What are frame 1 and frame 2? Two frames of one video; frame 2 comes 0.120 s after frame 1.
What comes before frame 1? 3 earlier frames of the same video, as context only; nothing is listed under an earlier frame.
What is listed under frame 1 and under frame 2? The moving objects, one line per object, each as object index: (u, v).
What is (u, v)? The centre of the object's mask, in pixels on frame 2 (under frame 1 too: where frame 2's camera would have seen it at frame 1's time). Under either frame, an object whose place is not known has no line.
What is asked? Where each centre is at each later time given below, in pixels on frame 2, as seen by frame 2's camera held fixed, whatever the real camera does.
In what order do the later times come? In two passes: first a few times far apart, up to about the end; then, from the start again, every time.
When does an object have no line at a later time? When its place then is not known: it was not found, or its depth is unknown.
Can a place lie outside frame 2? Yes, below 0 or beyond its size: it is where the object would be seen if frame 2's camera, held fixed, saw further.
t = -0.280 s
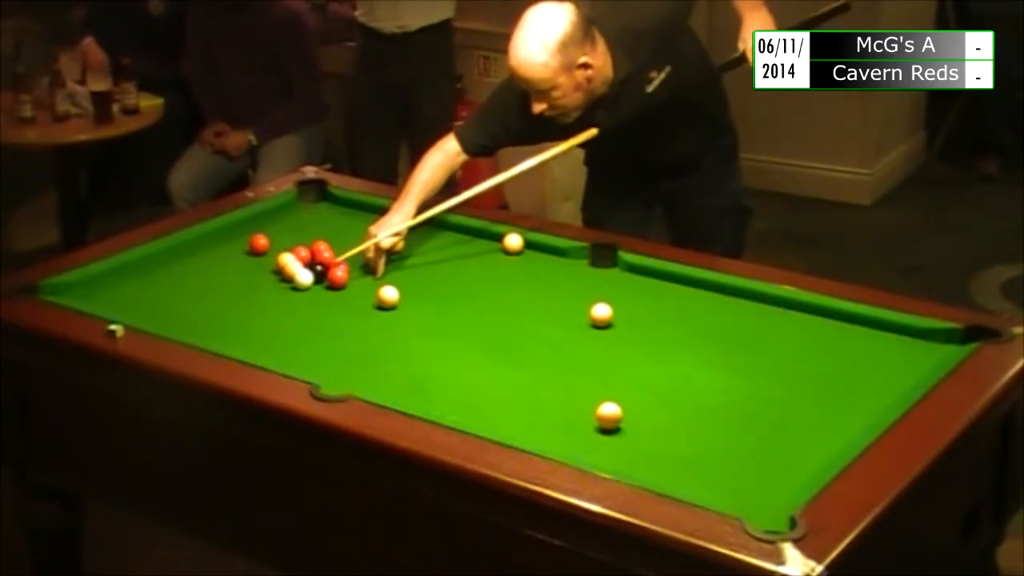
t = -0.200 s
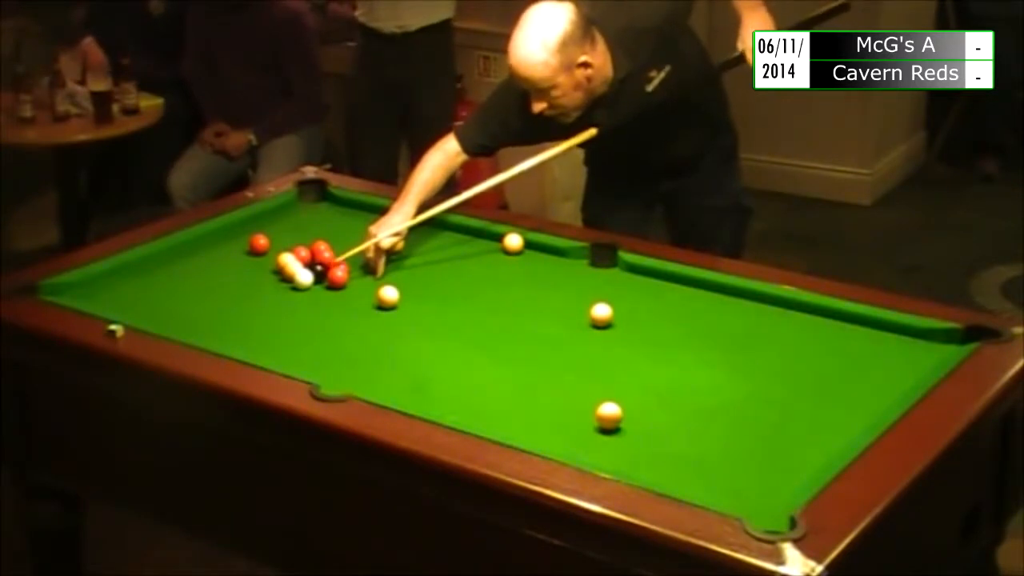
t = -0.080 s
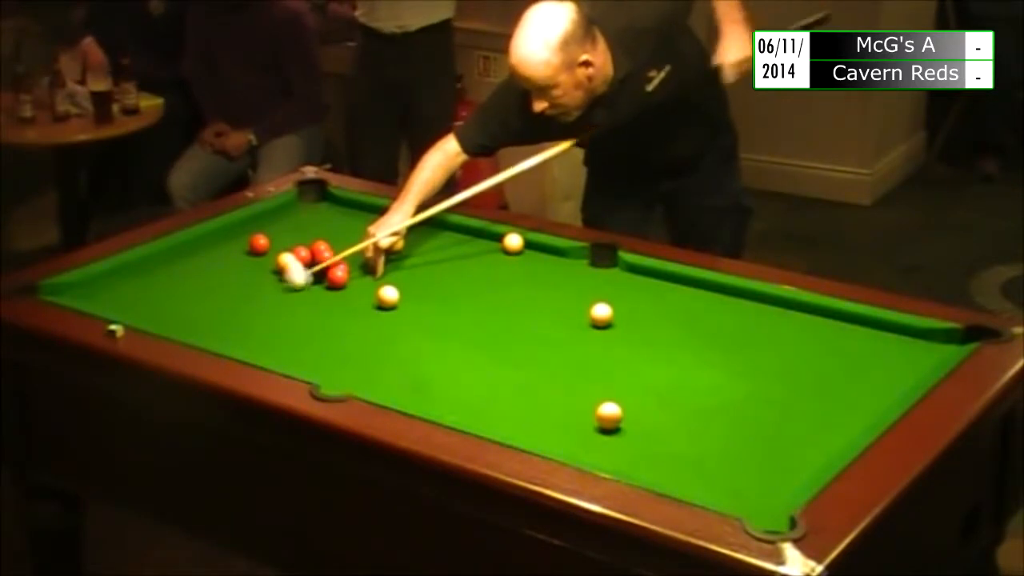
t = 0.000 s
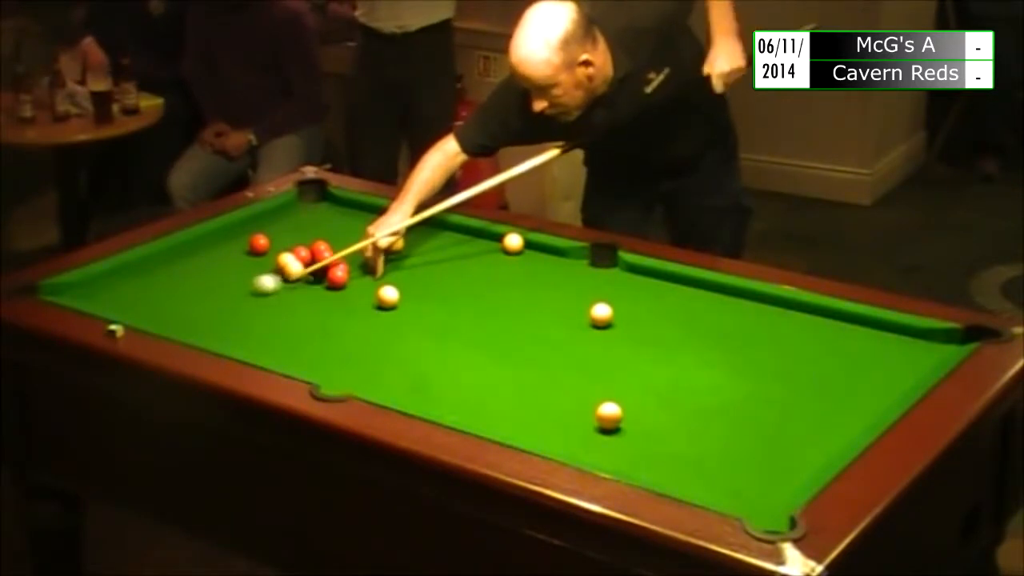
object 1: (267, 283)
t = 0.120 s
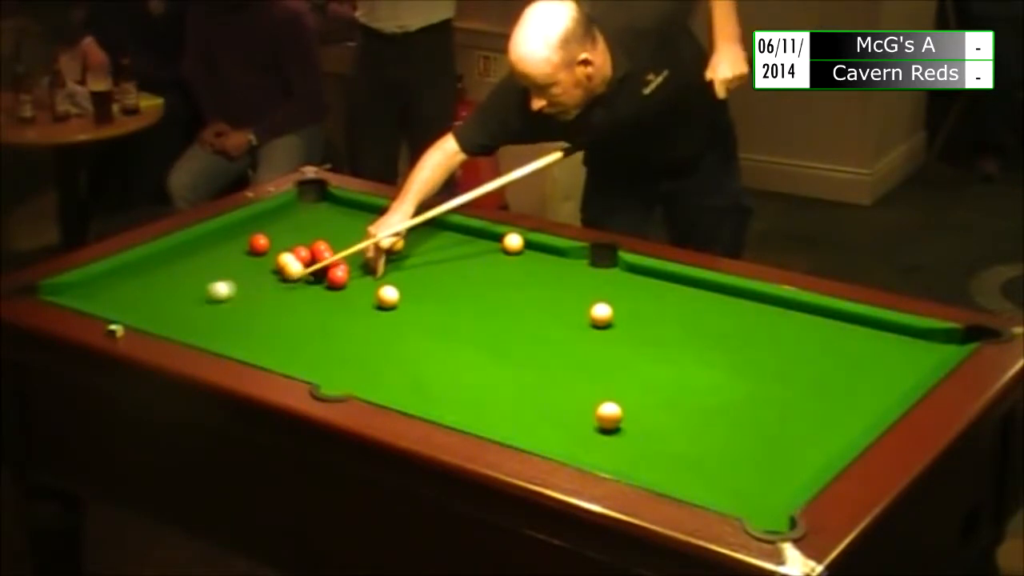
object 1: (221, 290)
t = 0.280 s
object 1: (160, 299)
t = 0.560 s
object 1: (113, 295)
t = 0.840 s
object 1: (126, 274)
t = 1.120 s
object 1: (153, 262)
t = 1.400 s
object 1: (187, 256)
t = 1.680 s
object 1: (217, 252)
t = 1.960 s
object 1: (240, 247)
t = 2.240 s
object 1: (241, 246)
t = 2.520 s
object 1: (241, 246)
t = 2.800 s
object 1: (241, 246)
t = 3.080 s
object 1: (241, 246)
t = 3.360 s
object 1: (241, 246)
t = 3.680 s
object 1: (241, 246)
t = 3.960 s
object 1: (241, 246)
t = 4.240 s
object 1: (241, 246)
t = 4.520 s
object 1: (241, 246)
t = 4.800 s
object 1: (241, 246)
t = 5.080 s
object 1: (241, 246)
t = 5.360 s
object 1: (241, 246)
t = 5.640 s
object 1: (241, 246)
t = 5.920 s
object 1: (241, 246)
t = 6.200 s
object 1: (241, 246)
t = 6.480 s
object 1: (241, 246)
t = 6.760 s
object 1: (241, 246)
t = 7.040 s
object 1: (241, 246)
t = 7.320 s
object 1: (241, 246)
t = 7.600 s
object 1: (241, 246)
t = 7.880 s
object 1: (241, 246)
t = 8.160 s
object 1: (241, 246)
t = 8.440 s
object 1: (241, 246)
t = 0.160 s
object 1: (206, 292)
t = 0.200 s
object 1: (190, 295)
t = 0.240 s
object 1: (175, 297)
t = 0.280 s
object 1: (160, 299)
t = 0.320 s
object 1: (144, 301)
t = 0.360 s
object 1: (129, 303)
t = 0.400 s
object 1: (115, 304)
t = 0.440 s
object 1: (106, 304)
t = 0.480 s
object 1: (109, 301)
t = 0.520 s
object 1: (111, 298)
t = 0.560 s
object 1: (113, 295)
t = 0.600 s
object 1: (115, 292)
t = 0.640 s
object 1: (117, 289)
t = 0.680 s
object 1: (119, 286)
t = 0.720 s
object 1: (120, 283)
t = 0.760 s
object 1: (123, 280)
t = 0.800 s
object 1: (124, 277)
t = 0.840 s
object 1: (126, 274)
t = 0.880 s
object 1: (128, 271)
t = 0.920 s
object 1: (130, 268)
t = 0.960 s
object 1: (132, 266)
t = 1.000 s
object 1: (136, 265)
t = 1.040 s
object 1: (142, 264)
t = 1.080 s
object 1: (147, 263)
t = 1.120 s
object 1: (153, 262)
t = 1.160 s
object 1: (158, 261)
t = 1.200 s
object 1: (163, 260)
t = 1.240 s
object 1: (168, 260)
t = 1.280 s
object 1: (173, 258)
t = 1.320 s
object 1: (178, 258)
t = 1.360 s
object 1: (183, 257)
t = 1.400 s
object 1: (187, 256)
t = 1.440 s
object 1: (192, 256)
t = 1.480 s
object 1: (196, 255)
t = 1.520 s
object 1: (201, 254)
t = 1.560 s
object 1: (205, 253)
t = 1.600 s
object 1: (209, 253)
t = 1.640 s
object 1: (213, 252)
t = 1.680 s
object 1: (217, 252)
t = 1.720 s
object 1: (221, 251)
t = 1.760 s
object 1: (225, 250)
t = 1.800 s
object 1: (229, 249)
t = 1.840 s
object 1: (232, 249)
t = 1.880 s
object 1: (235, 248)
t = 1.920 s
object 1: (239, 247)
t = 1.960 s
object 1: (240, 247)
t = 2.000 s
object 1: (240, 247)
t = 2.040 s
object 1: (241, 247)
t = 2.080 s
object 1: (241, 246)
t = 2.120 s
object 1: (241, 246)
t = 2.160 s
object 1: (241, 246)
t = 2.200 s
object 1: (241, 246)
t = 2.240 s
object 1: (241, 246)
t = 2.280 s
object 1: (241, 246)
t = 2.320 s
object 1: (241, 246)
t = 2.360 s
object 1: (241, 246)
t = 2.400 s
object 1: (241, 246)
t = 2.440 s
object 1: (241, 246)
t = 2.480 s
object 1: (241, 246)
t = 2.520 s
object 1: (241, 246)
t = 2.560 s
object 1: (241, 246)
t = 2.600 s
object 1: (241, 246)
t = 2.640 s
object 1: (241, 246)
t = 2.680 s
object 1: (241, 246)
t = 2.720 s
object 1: (241, 246)
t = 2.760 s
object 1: (241, 246)
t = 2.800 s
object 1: (241, 246)
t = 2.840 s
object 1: (241, 246)
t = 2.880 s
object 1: (241, 246)
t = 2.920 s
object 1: (241, 246)
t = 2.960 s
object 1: (241, 246)
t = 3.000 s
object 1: (241, 246)
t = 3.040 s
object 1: (241, 246)
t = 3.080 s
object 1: (241, 246)
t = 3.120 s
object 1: (241, 246)
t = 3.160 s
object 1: (241, 246)
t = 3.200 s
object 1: (241, 246)
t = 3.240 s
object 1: (241, 246)
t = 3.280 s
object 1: (241, 246)
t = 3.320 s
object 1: (241, 246)
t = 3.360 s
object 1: (241, 246)
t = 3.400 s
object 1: (241, 246)
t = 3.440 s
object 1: (241, 246)
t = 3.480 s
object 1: (241, 246)
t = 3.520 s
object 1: (241, 246)
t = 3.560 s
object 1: (241, 246)
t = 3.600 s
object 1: (241, 246)
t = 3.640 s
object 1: (241, 246)
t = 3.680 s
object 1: (241, 246)
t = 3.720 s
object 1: (241, 246)
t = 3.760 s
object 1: (241, 246)
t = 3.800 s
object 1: (241, 246)
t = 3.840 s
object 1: (241, 246)
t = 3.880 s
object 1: (241, 246)
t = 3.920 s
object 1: (241, 246)
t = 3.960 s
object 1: (241, 246)
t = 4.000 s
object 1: (241, 246)
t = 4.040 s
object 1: (241, 246)
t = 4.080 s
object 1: (241, 246)
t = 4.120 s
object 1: (241, 246)
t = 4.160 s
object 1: (241, 246)
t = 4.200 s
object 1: (241, 246)
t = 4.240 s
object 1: (241, 246)
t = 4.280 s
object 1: (241, 246)
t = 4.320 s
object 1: (241, 246)
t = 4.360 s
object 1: (241, 246)
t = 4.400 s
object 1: (241, 246)
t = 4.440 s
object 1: (241, 246)
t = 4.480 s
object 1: (241, 246)
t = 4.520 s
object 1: (241, 246)
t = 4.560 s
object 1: (241, 246)
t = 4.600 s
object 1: (241, 246)
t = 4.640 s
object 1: (241, 246)
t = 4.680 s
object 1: (241, 246)
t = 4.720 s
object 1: (241, 246)
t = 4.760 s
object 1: (241, 246)
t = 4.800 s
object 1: (241, 246)
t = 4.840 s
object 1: (241, 246)
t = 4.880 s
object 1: (241, 246)
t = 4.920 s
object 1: (241, 246)
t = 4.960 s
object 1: (241, 246)
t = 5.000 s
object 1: (241, 246)
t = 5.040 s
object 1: (241, 246)
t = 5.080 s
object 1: (241, 246)
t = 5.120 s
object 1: (241, 246)
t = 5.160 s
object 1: (241, 246)
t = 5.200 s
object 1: (241, 246)
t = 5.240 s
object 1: (241, 246)
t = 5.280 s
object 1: (241, 246)
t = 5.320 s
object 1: (241, 246)
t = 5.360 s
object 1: (241, 246)
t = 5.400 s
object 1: (241, 246)
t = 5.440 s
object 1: (241, 246)
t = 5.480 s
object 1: (241, 246)
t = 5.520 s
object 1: (241, 246)
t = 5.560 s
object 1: (241, 246)
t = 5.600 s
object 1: (241, 246)
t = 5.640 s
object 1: (241, 246)
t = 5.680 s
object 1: (241, 246)
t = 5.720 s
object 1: (241, 246)
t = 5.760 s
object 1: (241, 246)
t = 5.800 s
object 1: (241, 246)
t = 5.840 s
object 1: (241, 246)
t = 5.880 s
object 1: (241, 246)
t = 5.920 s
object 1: (241, 246)
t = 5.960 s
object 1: (241, 246)
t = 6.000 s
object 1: (241, 246)
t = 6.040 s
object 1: (241, 246)
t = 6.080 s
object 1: (241, 246)
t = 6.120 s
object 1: (241, 246)
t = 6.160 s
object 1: (241, 246)
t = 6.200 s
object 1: (241, 246)
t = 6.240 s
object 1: (241, 246)
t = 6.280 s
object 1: (241, 246)
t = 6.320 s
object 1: (241, 246)
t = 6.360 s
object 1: (241, 246)
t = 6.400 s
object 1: (241, 246)
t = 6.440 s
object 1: (241, 246)
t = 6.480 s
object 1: (241, 246)
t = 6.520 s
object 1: (241, 246)
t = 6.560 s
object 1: (241, 246)
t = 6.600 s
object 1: (241, 246)
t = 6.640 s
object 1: (241, 246)
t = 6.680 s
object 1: (241, 246)
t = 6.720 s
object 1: (241, 246)
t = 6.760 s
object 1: (241, 246)
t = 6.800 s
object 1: (241, 246)
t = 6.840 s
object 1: (241, 246)
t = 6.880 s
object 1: (241, 246)
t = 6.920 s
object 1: (241, 246)
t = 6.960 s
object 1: (241, 246)
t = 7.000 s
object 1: (241, 246)
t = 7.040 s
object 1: (241, 246)
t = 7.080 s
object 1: (241, 246)
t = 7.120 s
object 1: (241, 246)
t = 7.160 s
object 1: (241, 246)
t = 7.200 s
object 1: (241, 246)
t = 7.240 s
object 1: (241, 246)
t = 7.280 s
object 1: (241, 246)
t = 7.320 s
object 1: (241, 246)
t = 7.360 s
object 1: (241, 246)
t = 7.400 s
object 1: (241, 246)
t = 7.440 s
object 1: (241, 246)
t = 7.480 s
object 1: (241, 246)
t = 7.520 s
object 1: (241, 246)
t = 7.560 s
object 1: (241, 246)
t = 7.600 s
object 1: (241, 246)
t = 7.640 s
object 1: (241, 246)
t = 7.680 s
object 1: (241, 246)
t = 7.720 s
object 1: (241, 246)
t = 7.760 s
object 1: (241, 246)
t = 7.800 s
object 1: (241, 246)
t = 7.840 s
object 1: (241, 246)
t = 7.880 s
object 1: (241, 246)
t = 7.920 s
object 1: (241, 246)
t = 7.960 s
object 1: (241, 246)
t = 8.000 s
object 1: (241, 246)
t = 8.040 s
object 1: (241, 246)
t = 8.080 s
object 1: (241, 246)
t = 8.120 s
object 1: (241, 246)
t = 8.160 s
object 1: (241, 246)
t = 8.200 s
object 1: (241, 246)
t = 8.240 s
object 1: (241, 246)
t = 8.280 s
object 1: (241, 246)
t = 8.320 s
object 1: (241, 246)
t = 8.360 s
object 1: (241, 246)
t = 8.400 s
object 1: (241, 246)
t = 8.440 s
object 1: (241, 246)
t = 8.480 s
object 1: (241, 246)
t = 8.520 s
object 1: (241, 246)
